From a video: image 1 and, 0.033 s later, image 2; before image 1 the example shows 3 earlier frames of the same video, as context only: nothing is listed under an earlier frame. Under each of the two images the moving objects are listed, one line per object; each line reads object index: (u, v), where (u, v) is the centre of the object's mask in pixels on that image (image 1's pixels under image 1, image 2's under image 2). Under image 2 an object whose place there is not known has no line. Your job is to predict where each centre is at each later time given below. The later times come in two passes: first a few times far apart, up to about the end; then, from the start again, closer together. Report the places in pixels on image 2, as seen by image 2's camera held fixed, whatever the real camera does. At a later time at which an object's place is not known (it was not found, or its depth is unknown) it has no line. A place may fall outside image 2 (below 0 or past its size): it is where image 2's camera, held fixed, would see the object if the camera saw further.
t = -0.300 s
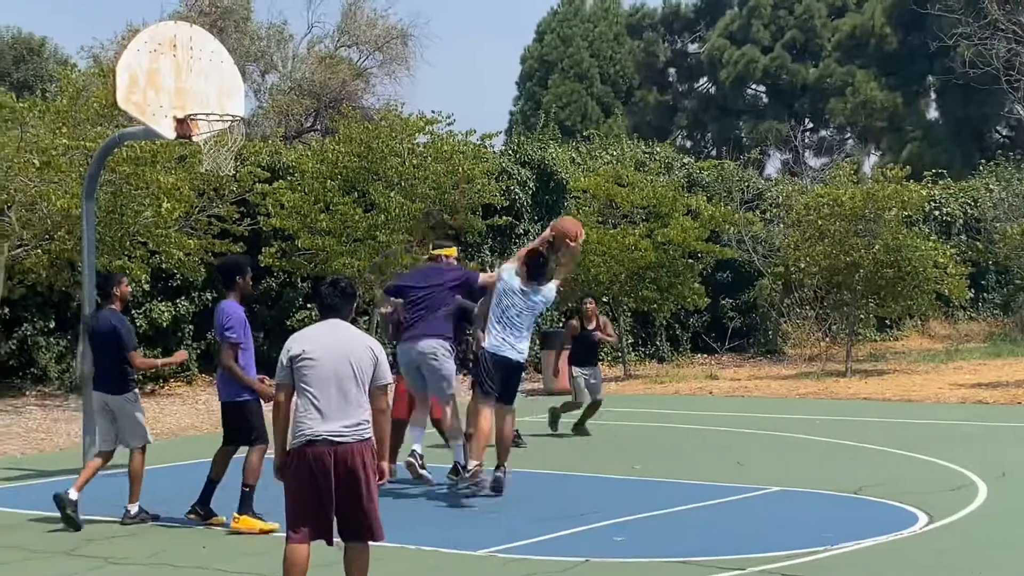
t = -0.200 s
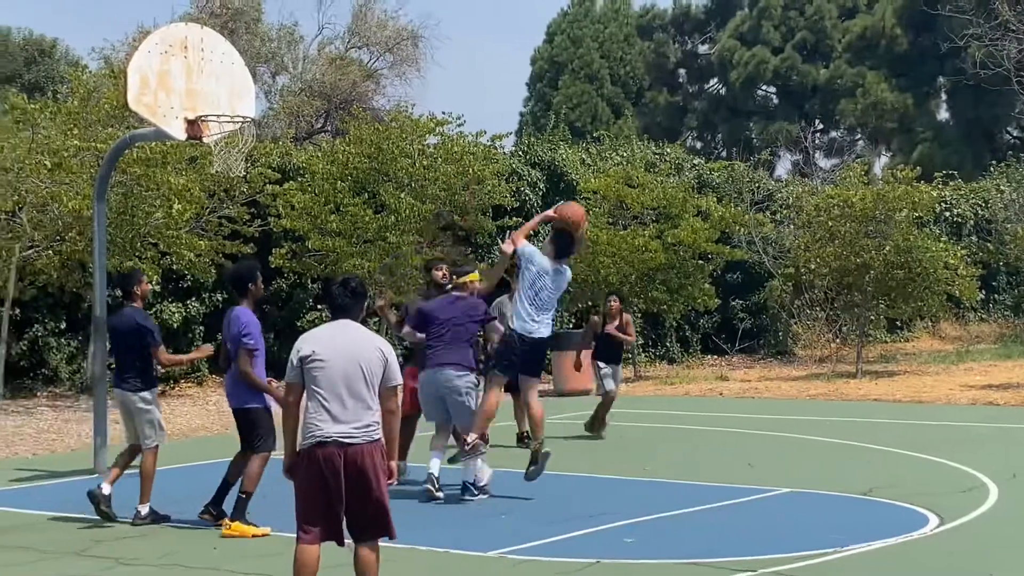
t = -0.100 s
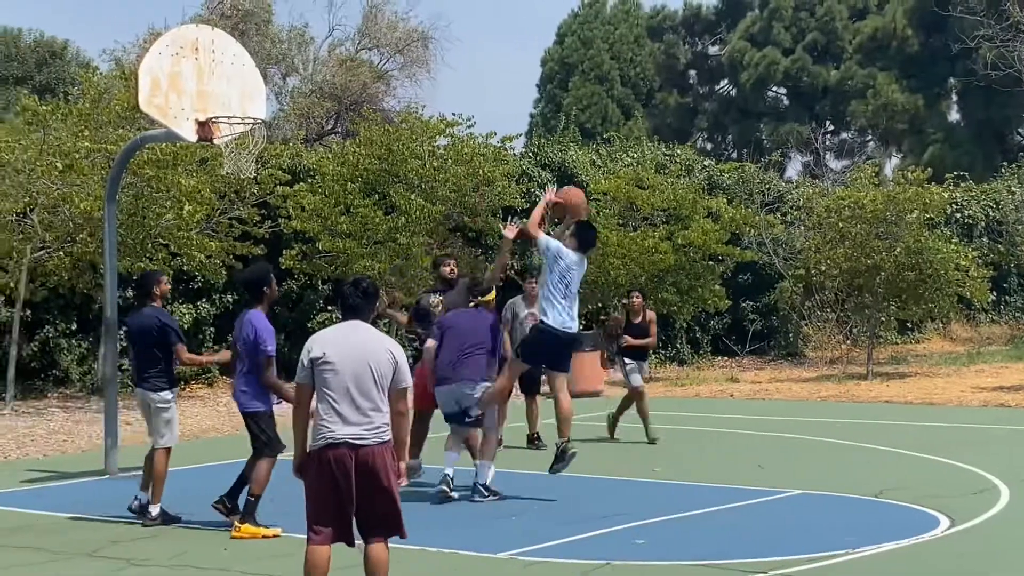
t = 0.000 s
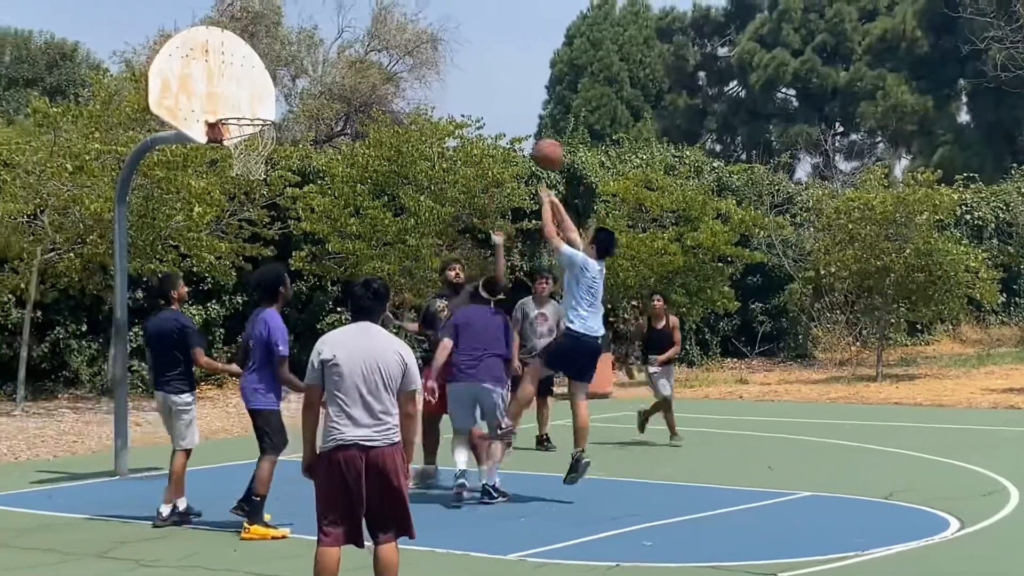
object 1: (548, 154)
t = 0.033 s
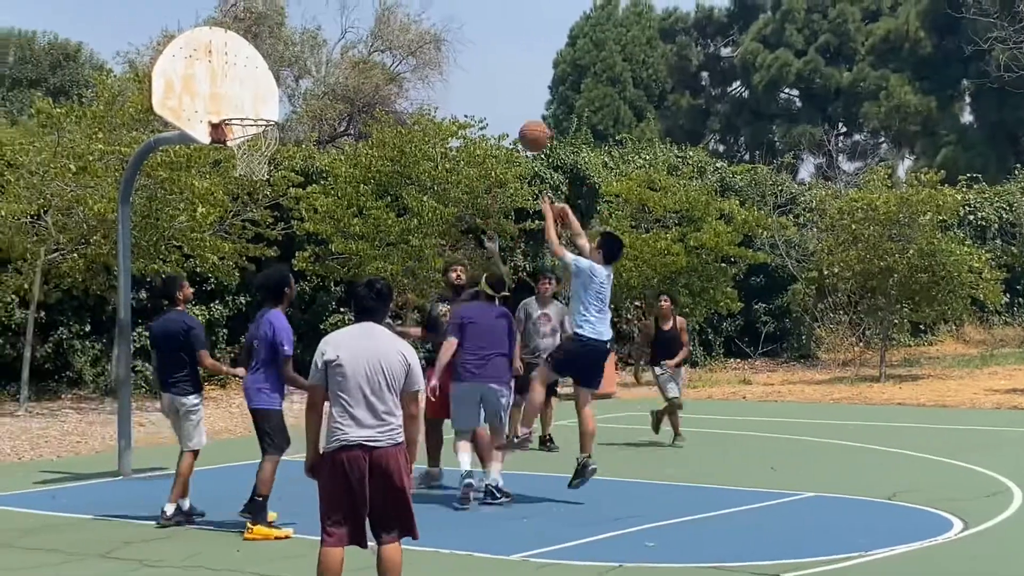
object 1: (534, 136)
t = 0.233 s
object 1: (442, 55)
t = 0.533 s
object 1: (319, 30)
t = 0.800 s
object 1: (244, 89)
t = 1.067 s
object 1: (224, 94)
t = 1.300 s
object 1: (199, 83)
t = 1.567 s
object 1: (196, 126)
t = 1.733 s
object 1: (166, 177)
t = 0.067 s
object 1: (518, 119)
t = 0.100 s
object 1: (502, 103)
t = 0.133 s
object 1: (487, 89)
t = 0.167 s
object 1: (472, 76)
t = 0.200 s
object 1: (456, 65)
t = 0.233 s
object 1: (442, 55)
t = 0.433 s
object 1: (358, 26)
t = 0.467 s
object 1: (345, 25)
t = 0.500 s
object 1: (332, 27)
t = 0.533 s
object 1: (319, 30)
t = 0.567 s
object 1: (306, 33)
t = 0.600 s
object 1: (295, 38)
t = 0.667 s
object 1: (268, 50)
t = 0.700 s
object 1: (258, 60)
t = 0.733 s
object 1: (245, 70)
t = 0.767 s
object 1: (236, 81)
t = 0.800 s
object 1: (244, 89)
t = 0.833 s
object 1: (252, 98)
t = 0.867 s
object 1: (261, 108)
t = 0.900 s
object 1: (263, 116)
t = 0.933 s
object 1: (253, 112)
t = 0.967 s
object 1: (242, 109)
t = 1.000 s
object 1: (232, 108)
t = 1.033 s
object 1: (228, 100)
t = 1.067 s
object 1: (224, 94)
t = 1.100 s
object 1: (220, 88)
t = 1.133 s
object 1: (216, 84)
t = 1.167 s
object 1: (212, 81)
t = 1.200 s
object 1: (208, 80)
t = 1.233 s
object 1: (205, 80)
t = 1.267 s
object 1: (201, 81)
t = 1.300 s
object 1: (199, 83)
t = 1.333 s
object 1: (200, 85)
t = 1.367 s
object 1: (202, 88)
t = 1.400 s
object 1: (204, 93)
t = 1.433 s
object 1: (205, 99)
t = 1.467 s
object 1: (207, 107)
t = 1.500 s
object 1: (208, 115)
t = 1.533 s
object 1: (202, 120)
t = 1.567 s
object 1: (196, 126)
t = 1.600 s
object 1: (190, 133)
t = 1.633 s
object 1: (185, 143)
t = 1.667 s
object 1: (177, 153)
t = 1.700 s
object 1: (172, 164)
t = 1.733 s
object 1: (166, 177)
